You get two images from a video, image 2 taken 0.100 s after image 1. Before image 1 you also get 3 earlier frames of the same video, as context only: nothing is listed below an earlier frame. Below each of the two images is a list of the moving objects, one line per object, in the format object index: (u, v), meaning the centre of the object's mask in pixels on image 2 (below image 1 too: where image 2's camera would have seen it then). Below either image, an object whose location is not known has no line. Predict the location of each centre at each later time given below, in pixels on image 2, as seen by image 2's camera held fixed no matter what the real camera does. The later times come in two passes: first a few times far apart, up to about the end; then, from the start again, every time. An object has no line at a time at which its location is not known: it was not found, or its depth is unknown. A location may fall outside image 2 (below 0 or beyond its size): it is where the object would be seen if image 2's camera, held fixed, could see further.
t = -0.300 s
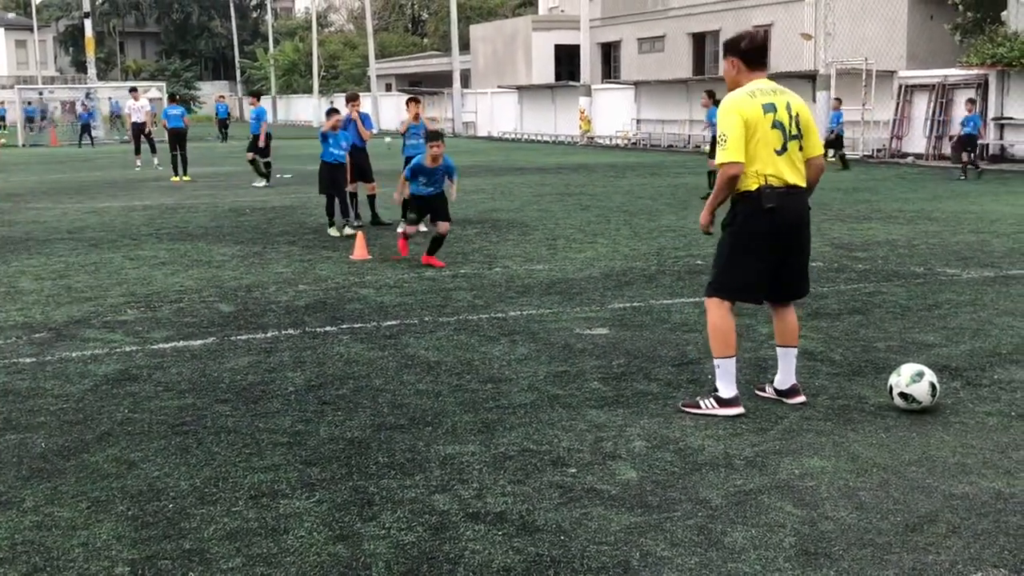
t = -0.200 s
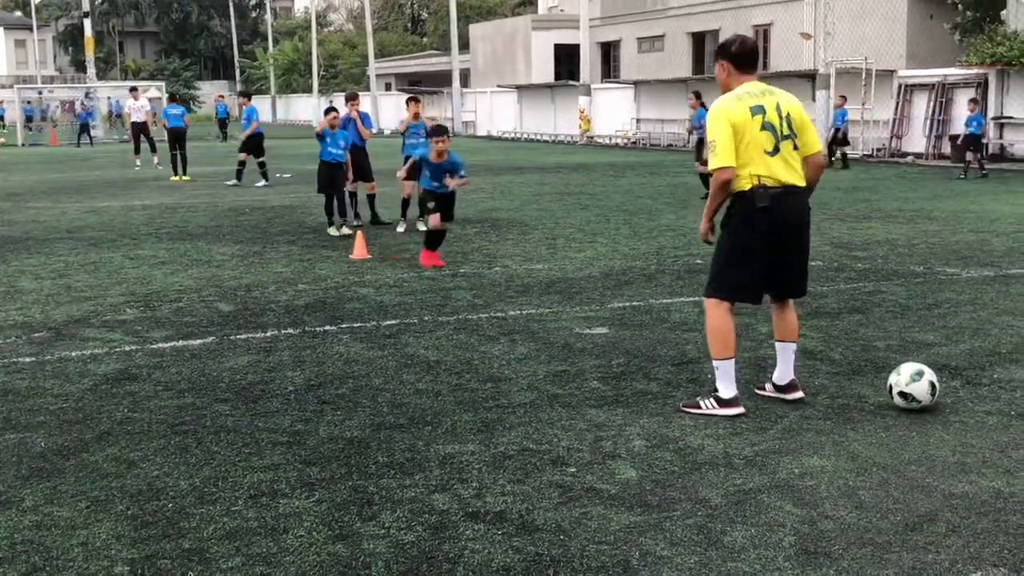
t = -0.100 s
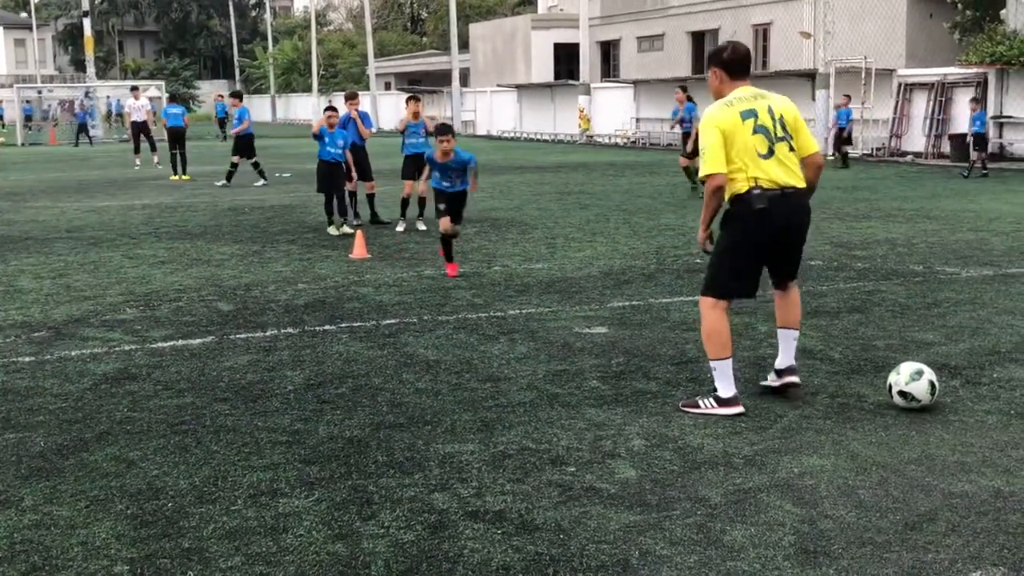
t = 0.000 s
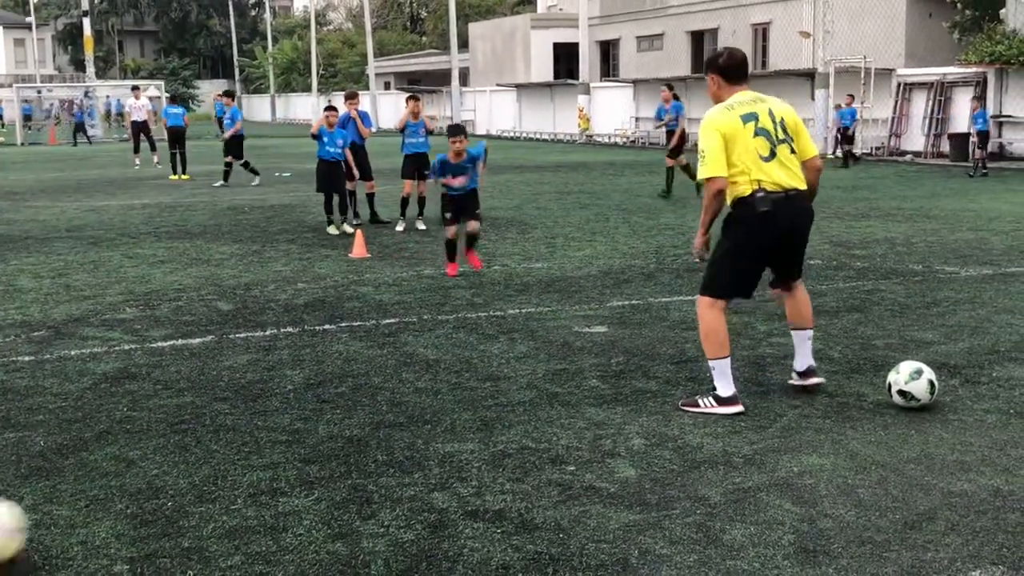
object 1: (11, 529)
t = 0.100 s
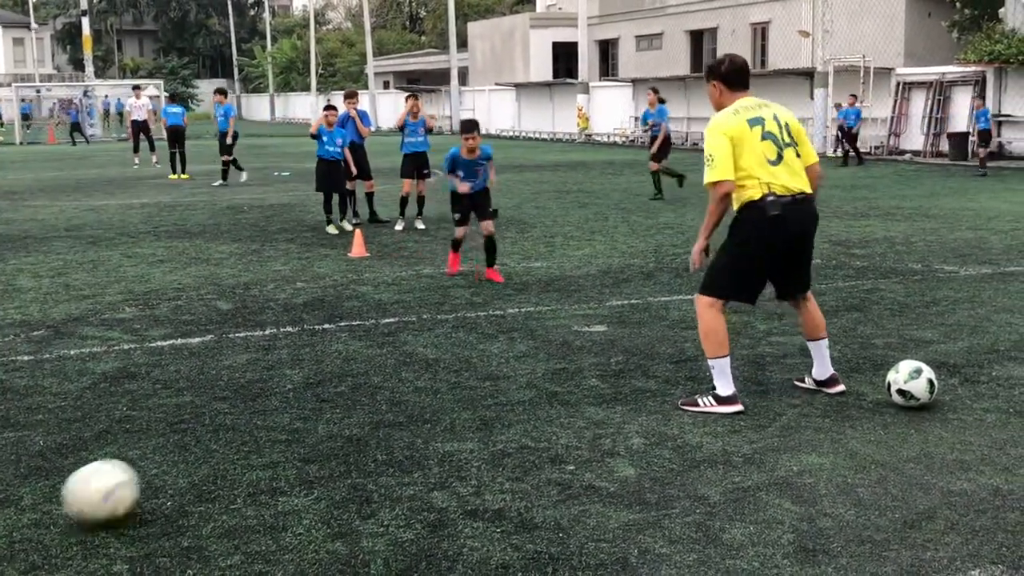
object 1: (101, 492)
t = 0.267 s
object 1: (251, 435)
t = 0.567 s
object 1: (432, 366)
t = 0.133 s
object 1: (134, 477)
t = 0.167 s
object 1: (166, 467)
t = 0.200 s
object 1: (196, 456)
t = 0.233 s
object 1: (225, 443)
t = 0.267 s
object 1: (251, 435)
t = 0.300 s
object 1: (276, 425)
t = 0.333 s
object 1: (299, 413)
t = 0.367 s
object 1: (320, 404)
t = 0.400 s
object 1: (342, 398)
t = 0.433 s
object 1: (363, 392)
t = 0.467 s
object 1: (381, 384)
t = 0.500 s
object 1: (398, 378)
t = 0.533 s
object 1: (416, 372)
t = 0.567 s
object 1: (432, 366)
